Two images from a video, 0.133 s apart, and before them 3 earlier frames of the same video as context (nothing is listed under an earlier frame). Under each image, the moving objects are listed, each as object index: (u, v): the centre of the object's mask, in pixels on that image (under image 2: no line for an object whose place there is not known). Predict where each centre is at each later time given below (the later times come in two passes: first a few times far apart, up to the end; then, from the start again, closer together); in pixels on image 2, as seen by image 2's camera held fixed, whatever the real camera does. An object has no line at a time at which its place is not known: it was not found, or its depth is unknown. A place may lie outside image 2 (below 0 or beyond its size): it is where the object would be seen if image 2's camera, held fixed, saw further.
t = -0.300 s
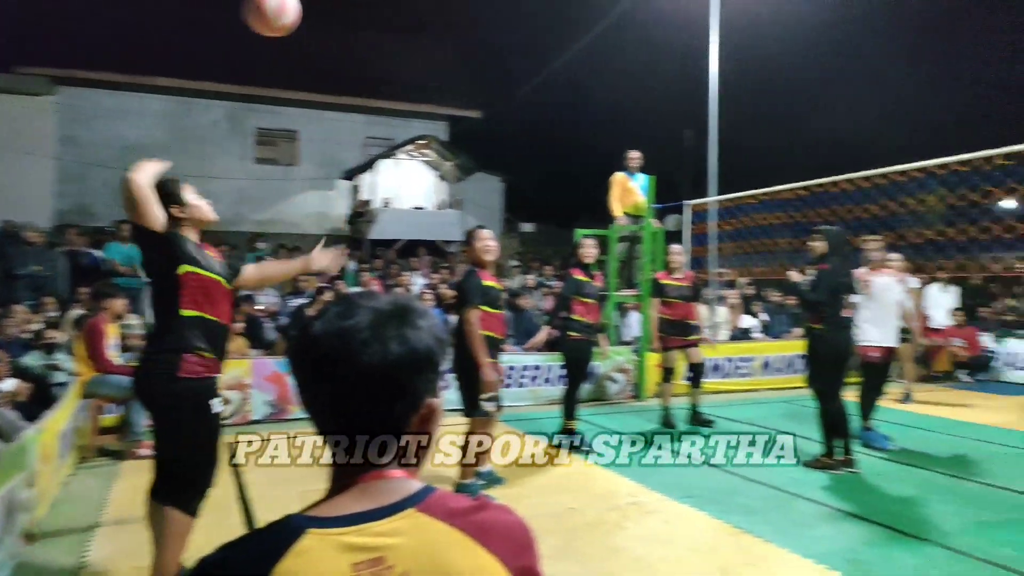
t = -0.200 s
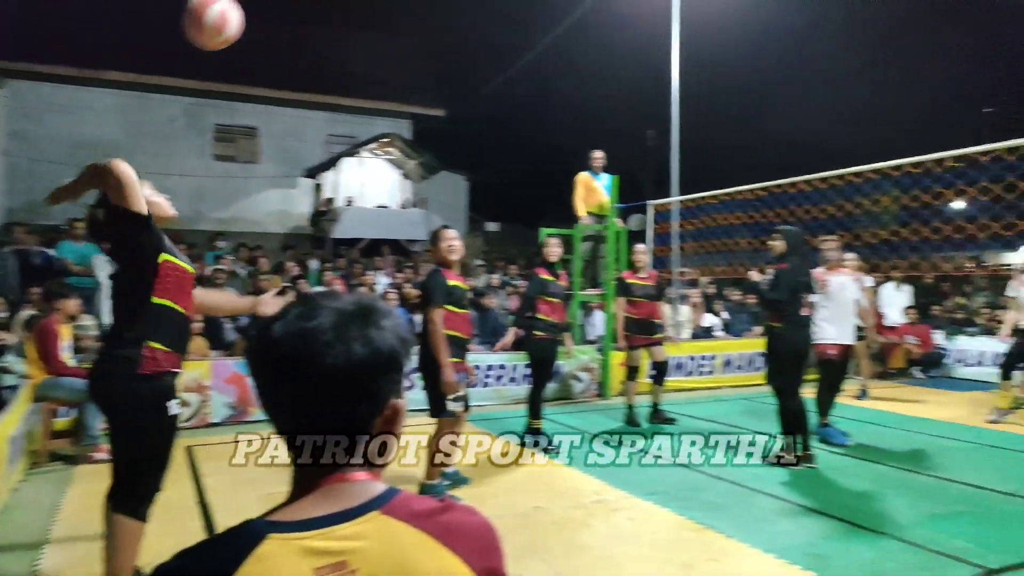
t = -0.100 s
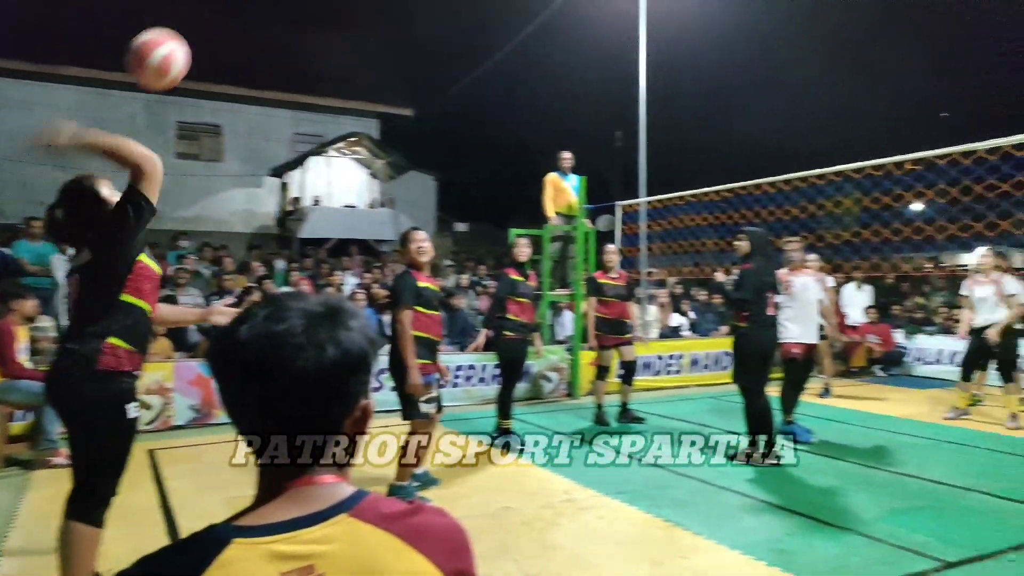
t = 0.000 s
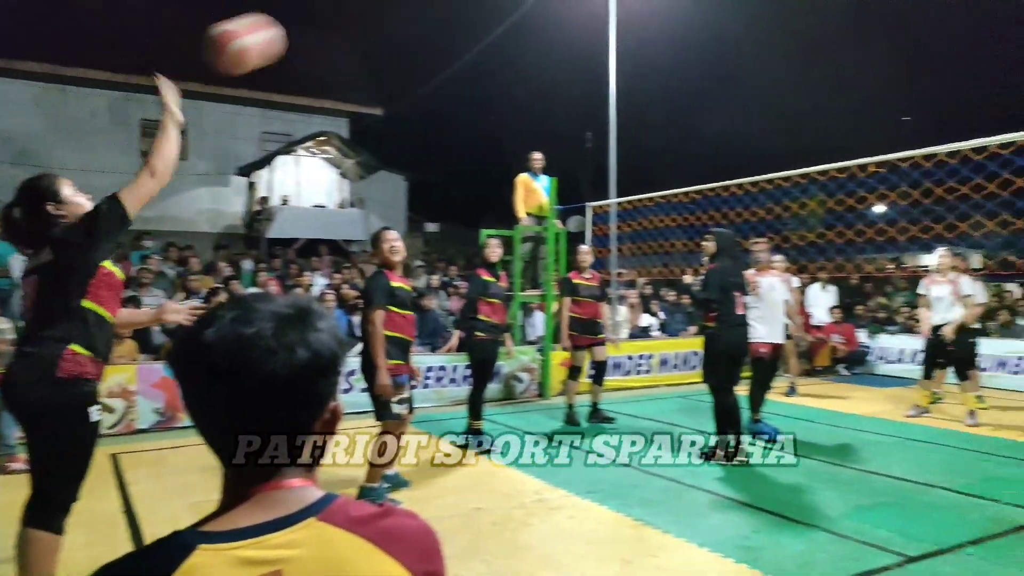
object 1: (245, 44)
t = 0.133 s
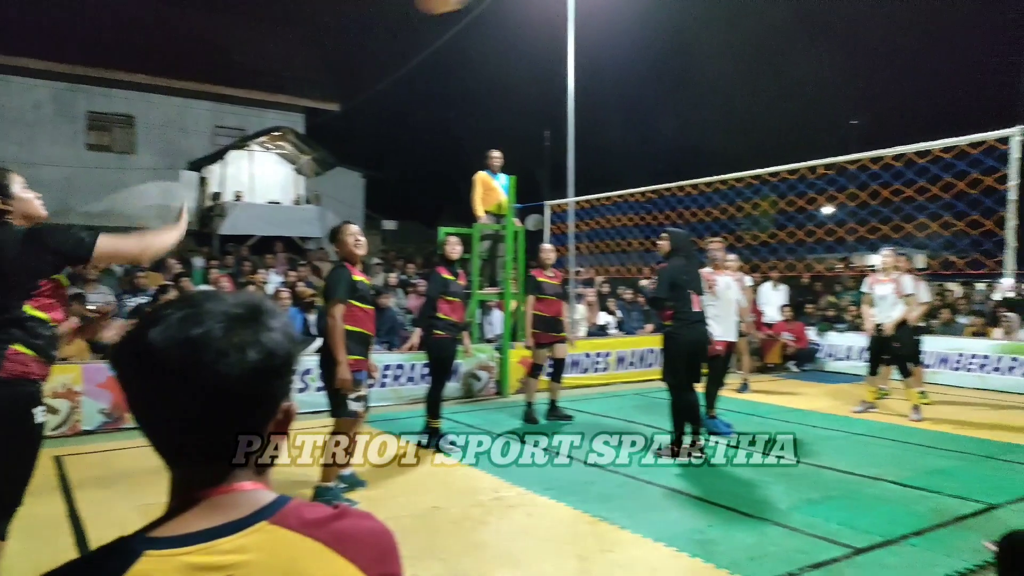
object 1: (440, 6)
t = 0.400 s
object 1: (745, 1)
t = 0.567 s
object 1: (874, 33)
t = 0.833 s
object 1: (1046, 161)
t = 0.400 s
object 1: (745, 1)
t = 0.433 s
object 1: (773, 1)
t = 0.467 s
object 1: (799, 3)
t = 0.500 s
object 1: (826, 10)
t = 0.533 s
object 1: (850, 20)
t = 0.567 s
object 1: (874, 33)
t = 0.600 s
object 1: (898, 48)
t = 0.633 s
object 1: (922, 62)
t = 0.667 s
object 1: (942, 77)
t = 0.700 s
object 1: (963, 94)
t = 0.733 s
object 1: (986, 109)
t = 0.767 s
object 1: (1007, 120)
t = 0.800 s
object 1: (1032, 142)
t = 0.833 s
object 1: (1046, 161)
